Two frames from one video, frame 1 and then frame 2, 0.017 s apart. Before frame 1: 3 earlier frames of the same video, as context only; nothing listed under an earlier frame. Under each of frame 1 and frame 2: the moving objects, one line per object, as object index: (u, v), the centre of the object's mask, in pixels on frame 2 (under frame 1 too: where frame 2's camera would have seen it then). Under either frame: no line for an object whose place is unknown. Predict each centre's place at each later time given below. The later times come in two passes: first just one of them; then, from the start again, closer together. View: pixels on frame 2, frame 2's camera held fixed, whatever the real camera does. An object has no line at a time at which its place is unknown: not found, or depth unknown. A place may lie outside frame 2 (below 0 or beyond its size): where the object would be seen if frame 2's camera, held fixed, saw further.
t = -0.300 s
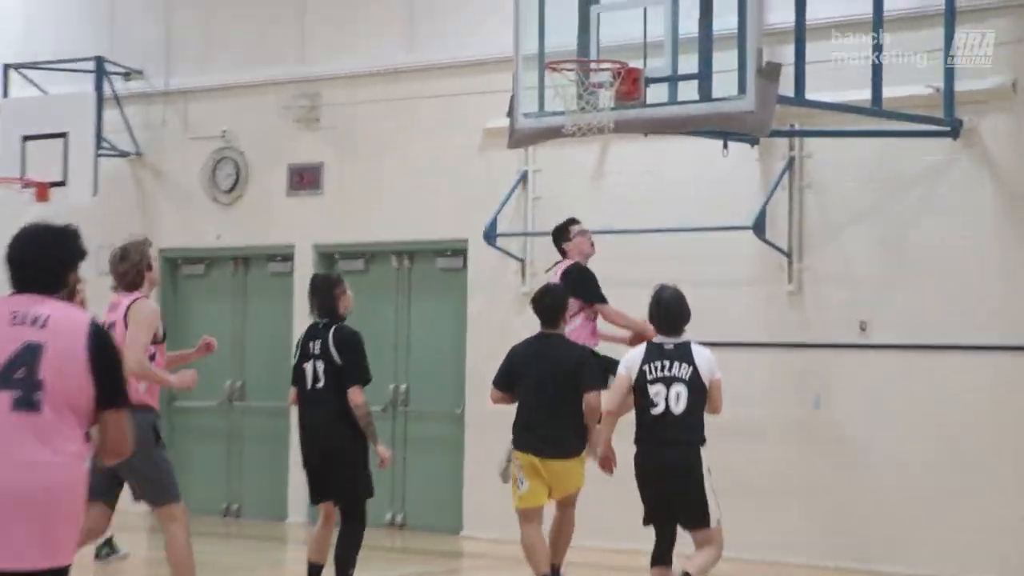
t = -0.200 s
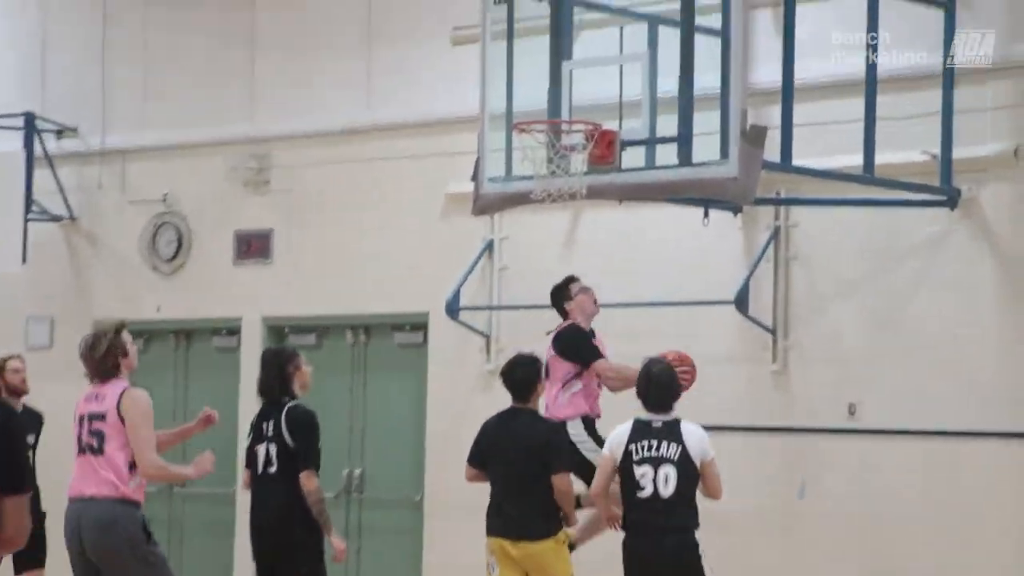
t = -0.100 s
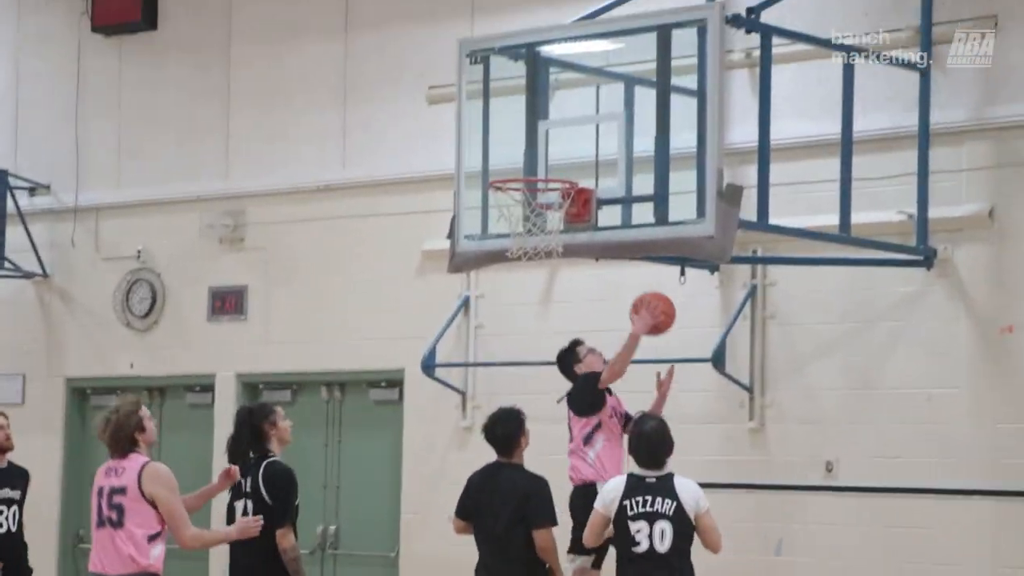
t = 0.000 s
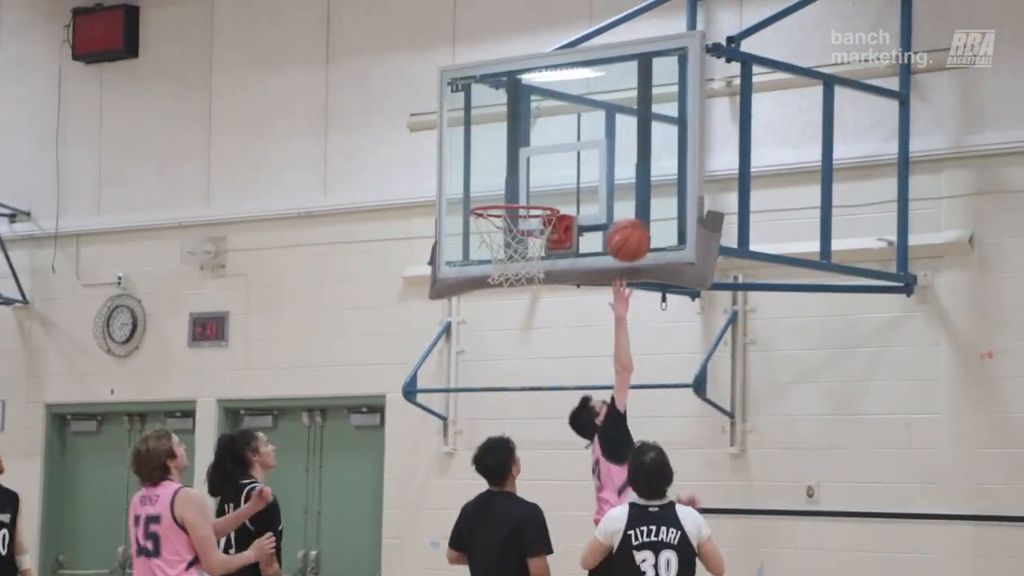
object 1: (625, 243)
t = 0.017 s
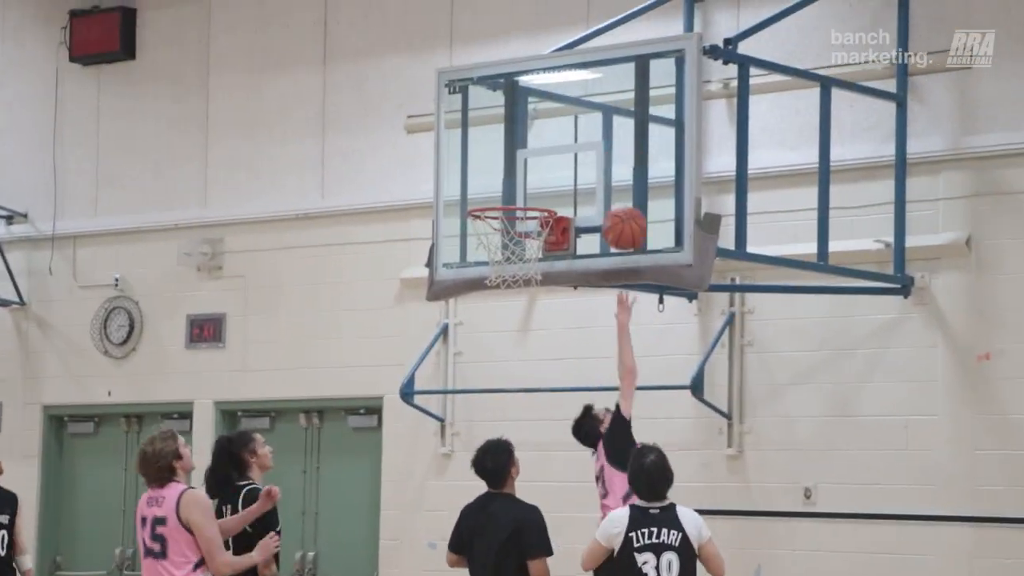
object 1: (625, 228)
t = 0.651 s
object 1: (487, 280)
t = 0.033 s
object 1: (624, 215)
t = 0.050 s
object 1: (624, 202)
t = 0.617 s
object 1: (489, 268)
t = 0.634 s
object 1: (488, 274)
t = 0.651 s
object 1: (487, 280)
